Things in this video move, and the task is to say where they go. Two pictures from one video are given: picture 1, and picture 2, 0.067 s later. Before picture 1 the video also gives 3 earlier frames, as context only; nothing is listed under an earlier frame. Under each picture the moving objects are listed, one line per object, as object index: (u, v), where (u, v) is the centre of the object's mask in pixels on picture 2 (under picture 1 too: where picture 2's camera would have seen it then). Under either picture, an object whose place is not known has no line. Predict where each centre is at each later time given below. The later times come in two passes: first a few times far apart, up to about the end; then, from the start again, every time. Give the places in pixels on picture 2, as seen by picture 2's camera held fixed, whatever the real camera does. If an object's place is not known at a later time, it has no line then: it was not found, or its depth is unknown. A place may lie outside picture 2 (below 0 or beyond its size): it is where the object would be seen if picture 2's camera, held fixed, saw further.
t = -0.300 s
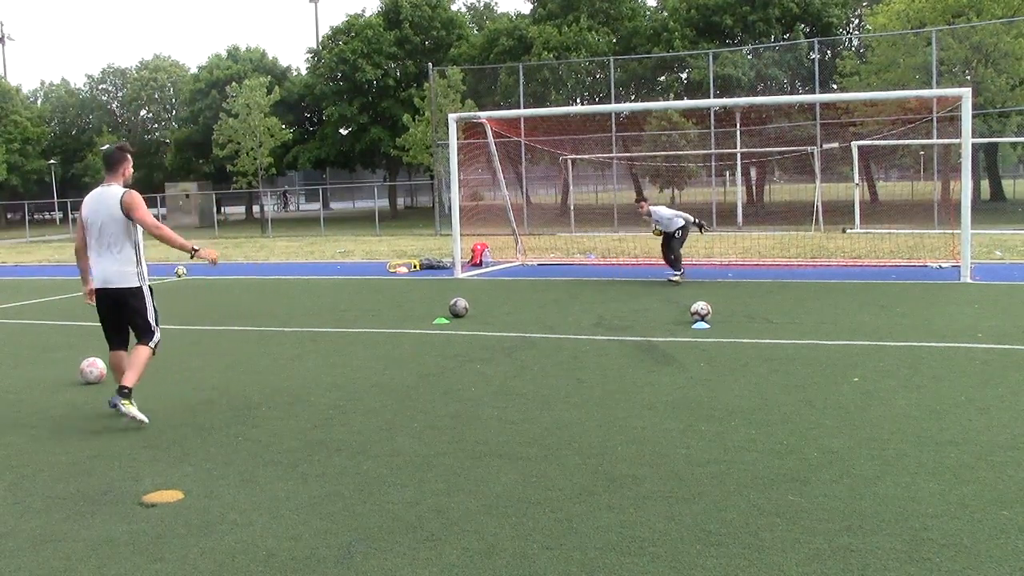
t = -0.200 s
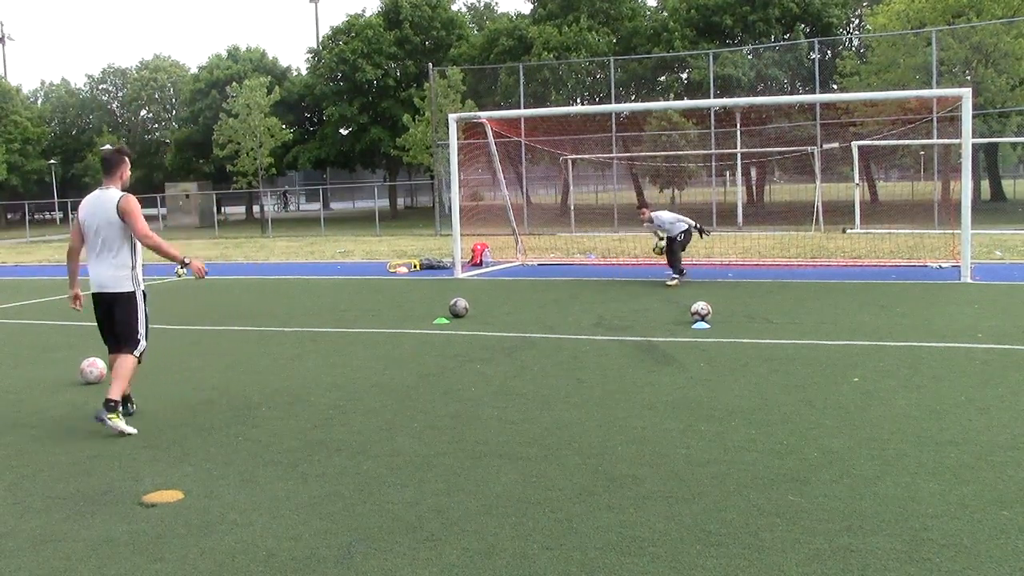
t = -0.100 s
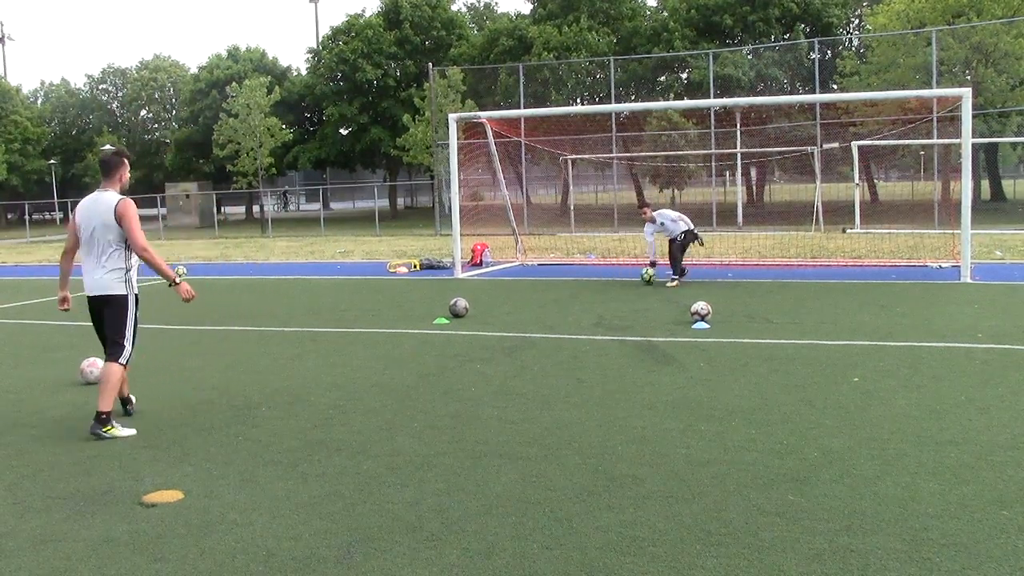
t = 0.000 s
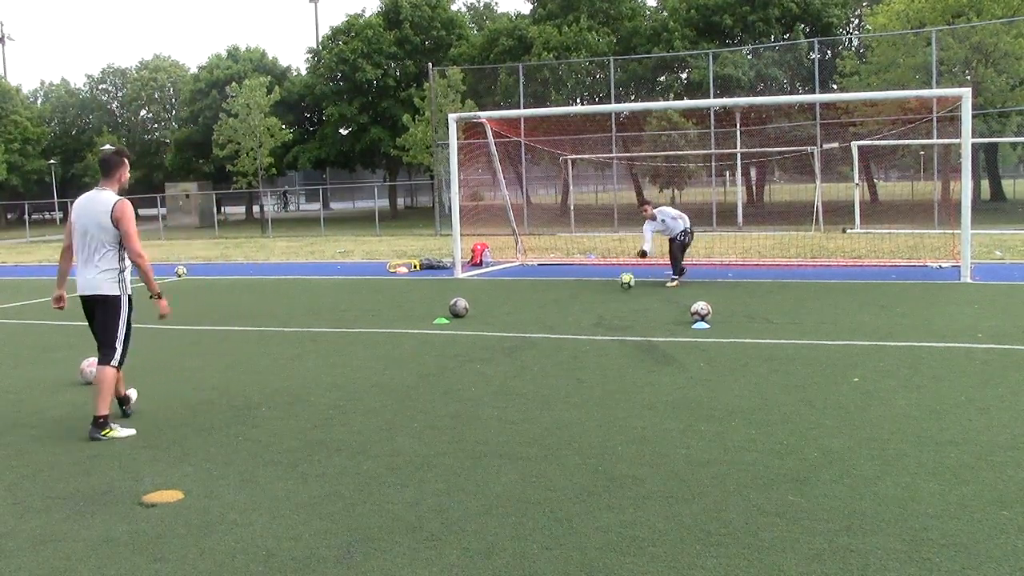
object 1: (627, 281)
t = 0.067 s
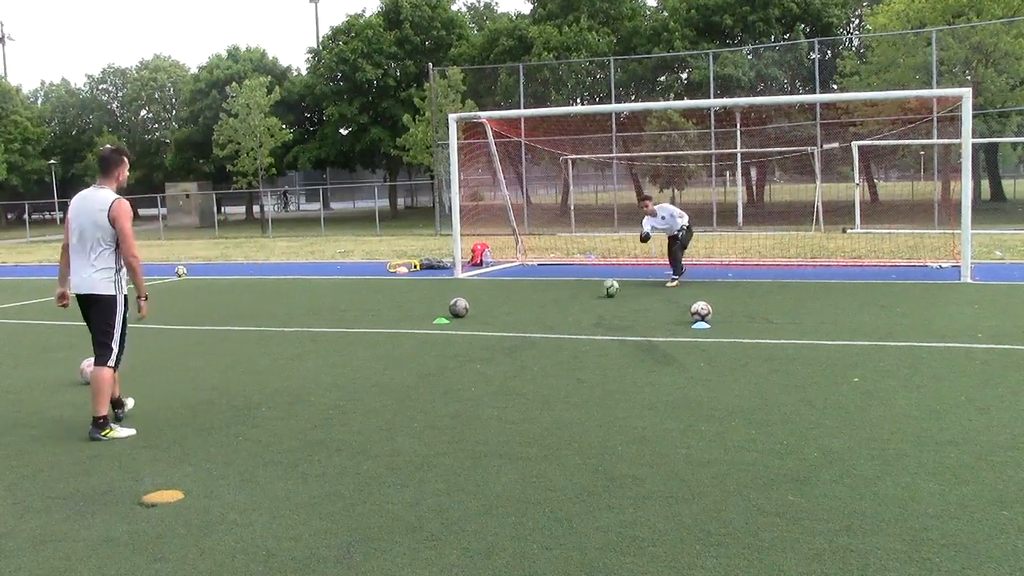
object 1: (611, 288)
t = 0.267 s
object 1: (558, 303)
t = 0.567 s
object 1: (473, 328)
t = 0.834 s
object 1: (378, 359)
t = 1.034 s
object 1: (286, 388)
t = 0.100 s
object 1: (601, 291)
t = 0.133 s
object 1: (593, 292)
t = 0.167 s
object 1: (584, 295)
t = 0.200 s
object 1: (576, 299)
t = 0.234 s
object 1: (567, 301)
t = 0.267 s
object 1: (558, 303)
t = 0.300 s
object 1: (549, 306)
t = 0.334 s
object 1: (540, 309)
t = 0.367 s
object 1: (531, 313)
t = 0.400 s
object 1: (522, 316)
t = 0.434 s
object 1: (512, 319)
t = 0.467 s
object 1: (503, 321)
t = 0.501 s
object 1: (493, 325)
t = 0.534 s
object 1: (483, 327)
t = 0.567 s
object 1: (473, 328)
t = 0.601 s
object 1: (463, 333)
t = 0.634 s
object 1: (452, 338)
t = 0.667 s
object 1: (440, 342)
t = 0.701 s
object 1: (429, 344)
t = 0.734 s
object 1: (416, 347)
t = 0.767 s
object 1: (404, 353)
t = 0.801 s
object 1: (391, 357)
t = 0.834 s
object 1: (378, 359)
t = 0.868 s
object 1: (364, 364)
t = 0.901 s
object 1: (349, 370)
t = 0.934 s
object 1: (335, 373)
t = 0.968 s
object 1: (319, 378)
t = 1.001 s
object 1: (303, 384)
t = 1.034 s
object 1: (286, 388)
